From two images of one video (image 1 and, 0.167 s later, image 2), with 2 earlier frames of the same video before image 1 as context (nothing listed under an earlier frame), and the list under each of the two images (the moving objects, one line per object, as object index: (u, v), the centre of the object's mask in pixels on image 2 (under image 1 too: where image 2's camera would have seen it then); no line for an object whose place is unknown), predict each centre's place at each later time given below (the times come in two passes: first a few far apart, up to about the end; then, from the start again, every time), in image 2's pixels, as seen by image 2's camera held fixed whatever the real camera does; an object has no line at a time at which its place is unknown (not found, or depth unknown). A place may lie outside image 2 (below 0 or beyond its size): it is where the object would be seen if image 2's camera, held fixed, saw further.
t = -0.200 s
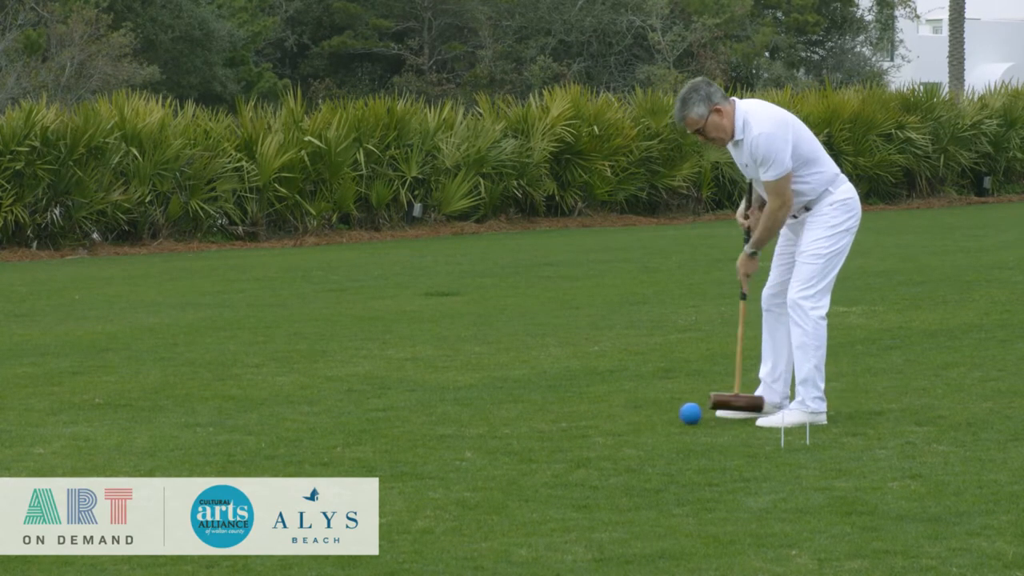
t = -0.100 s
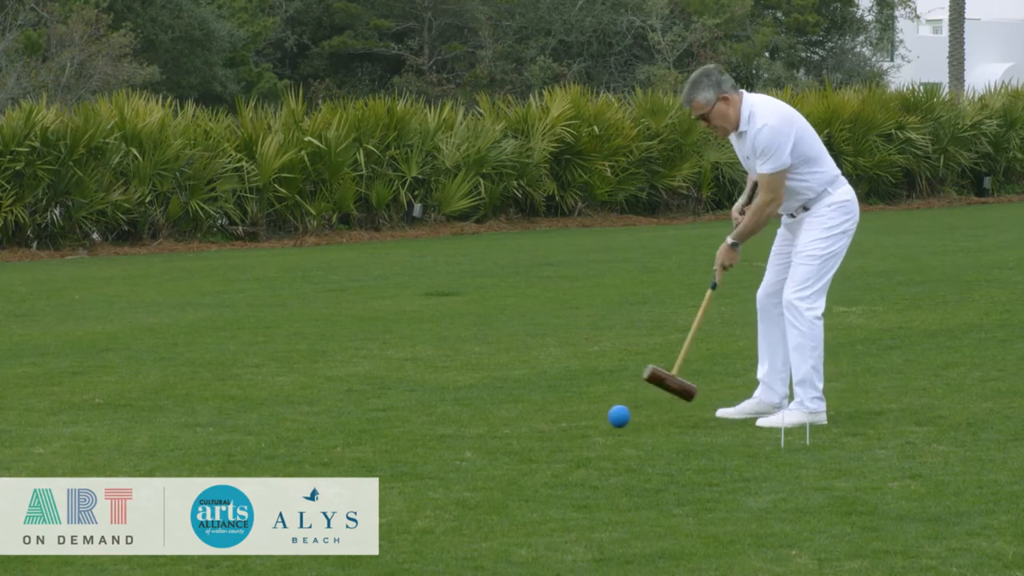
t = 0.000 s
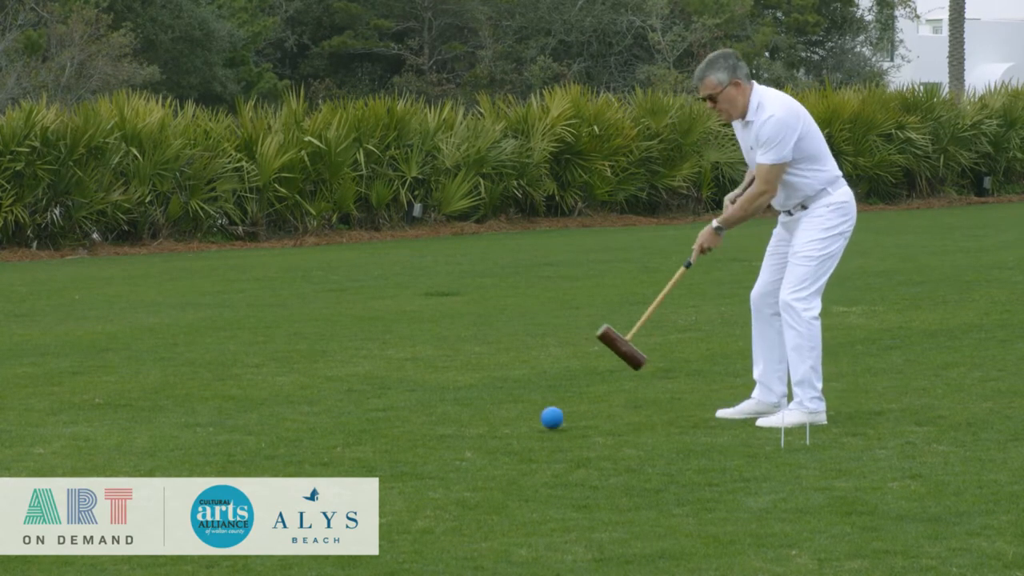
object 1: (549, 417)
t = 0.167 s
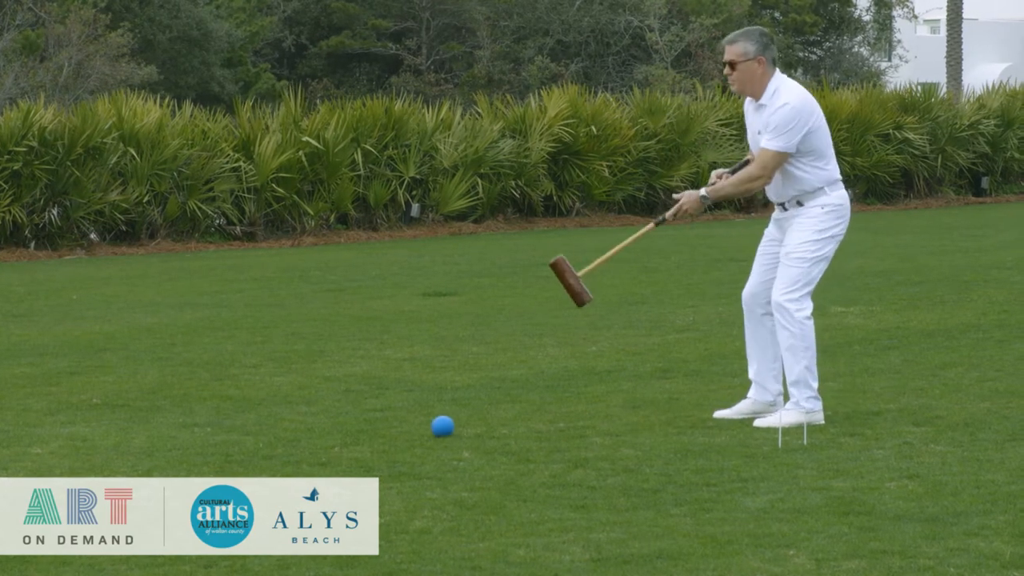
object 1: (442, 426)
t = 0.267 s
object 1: (381, 430)
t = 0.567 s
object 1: (204, 438)
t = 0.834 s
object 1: (61, 445)
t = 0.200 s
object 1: (422, 426)
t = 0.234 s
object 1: (401, 428)
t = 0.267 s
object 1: (381, 430)
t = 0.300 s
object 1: (360, 430)
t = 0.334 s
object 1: (340, 430)
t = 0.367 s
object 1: (320, 432)
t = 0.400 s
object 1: (300, 434)
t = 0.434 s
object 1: (280, 434)
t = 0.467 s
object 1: (261, 433)
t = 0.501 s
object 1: (242, 434)
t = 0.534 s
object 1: (223, 438)
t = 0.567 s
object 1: (204, 438)
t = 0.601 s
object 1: (186, 438)
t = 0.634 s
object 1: (167, 440)
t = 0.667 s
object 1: (149, 442)
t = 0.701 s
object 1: (132, 442)
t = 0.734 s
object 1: (114, 442)
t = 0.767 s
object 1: (97, 443)
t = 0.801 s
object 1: (78, 445)
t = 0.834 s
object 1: (61, 445)
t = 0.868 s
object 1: (43, 447)
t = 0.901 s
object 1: (26, 448)
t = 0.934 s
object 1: (8, 449)
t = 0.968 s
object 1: (-9, 449)
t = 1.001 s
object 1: (-26, 450)
